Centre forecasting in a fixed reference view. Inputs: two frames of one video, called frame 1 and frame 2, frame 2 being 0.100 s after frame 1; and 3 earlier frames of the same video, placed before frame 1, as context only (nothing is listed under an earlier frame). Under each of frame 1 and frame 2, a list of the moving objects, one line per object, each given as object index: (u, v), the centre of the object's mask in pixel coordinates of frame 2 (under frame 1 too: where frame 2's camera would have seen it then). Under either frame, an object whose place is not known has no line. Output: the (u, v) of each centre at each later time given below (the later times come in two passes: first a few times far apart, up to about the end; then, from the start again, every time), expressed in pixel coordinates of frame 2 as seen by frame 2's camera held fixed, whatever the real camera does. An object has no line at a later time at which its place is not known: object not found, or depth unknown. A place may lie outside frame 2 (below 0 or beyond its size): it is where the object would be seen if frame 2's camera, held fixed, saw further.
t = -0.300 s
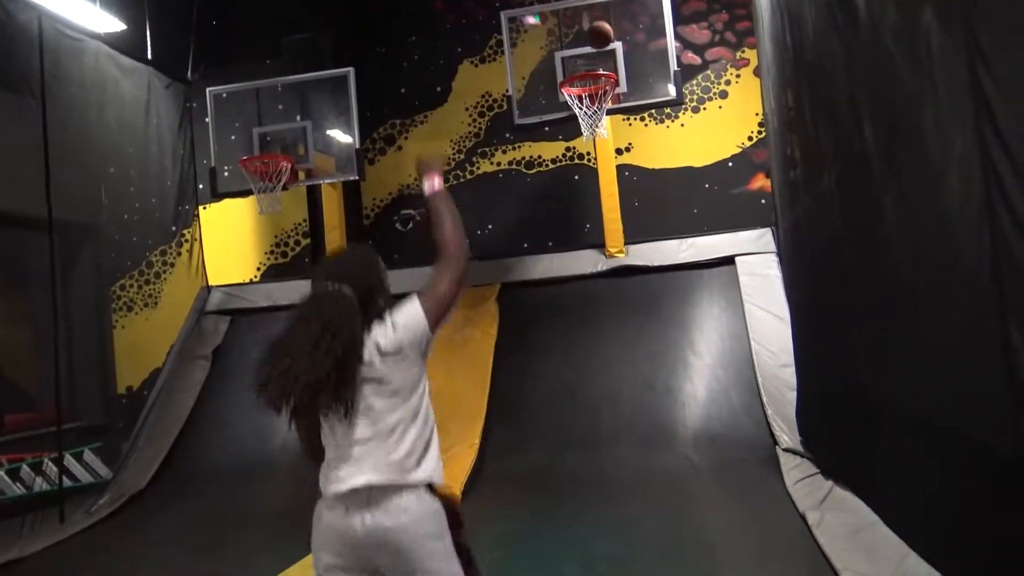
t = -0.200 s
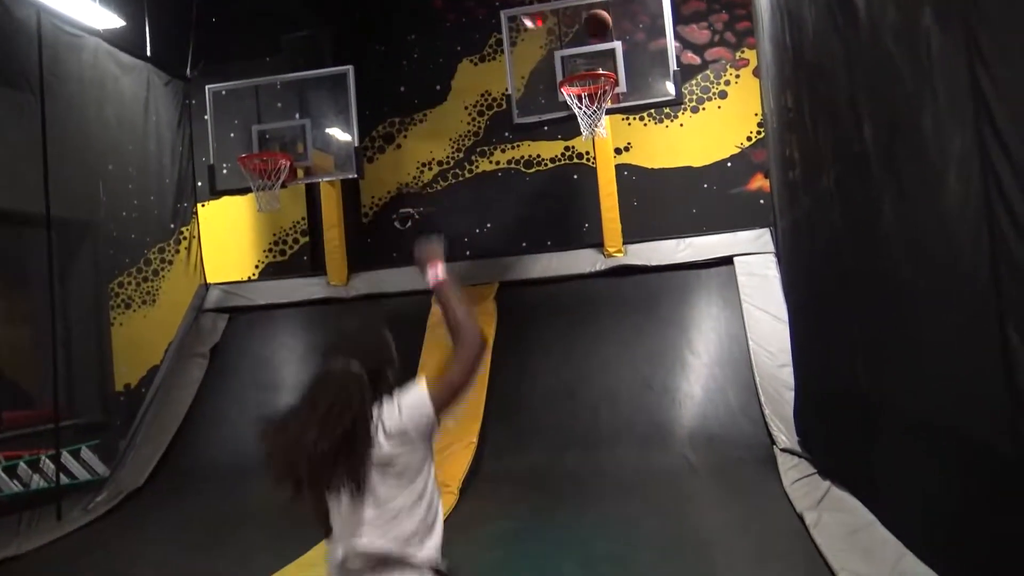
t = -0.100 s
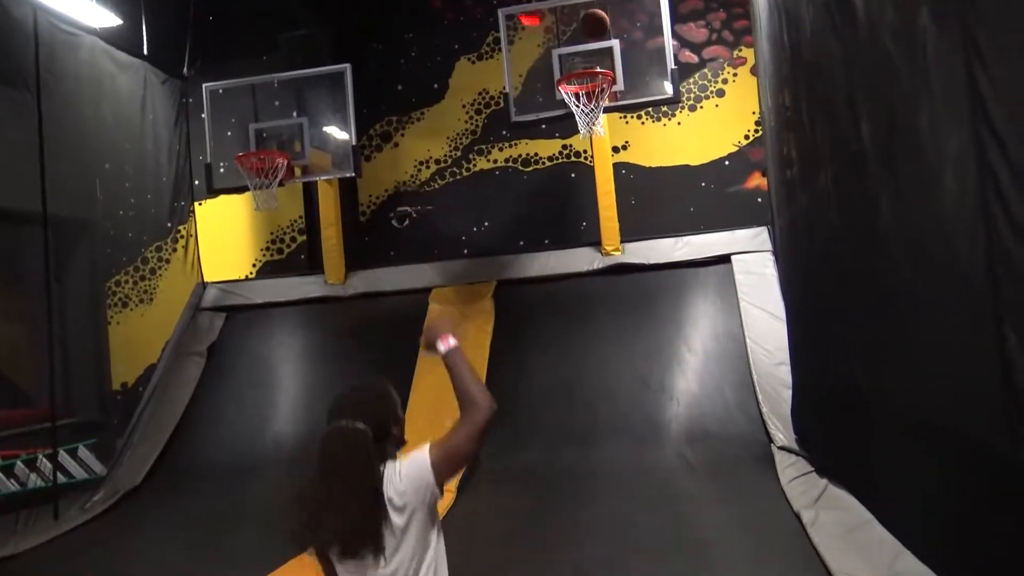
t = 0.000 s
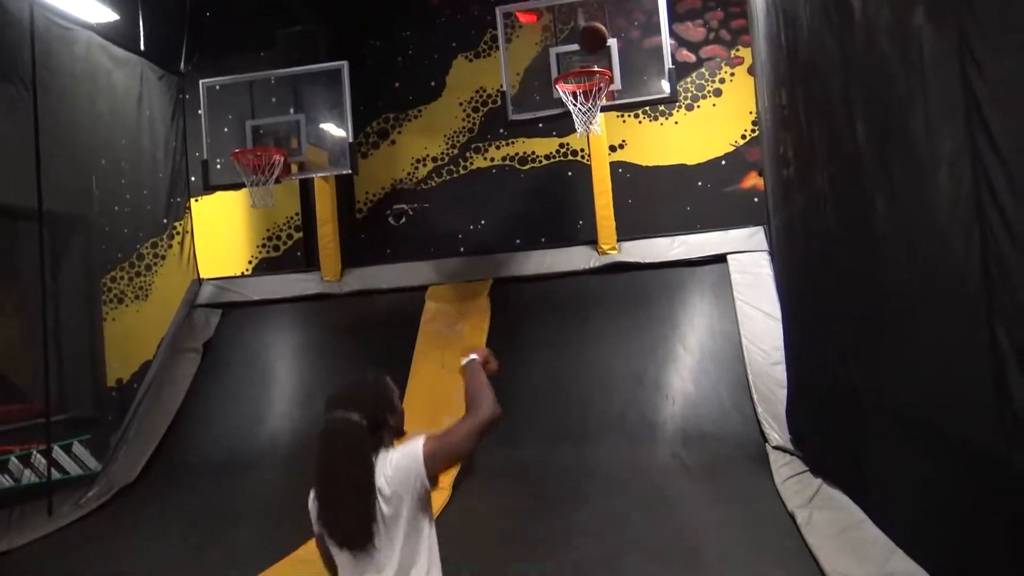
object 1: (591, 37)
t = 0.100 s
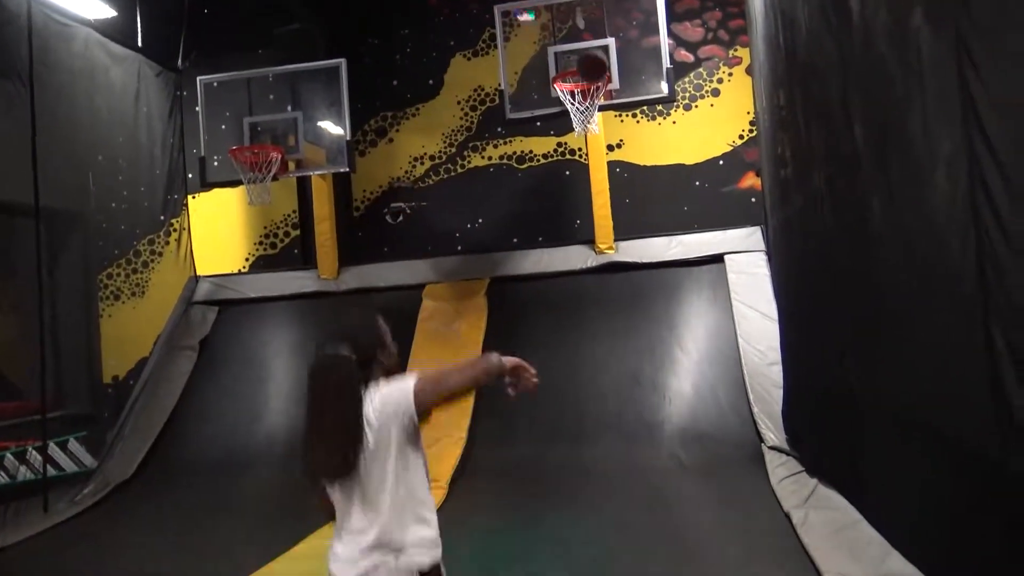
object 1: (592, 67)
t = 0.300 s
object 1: (600, 179)
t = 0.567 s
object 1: (623, 481)
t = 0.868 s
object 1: (626, 460)
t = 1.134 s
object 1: (638, 481)
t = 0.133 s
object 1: (592, 81)
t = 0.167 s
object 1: (593, 97)
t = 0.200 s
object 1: (595, 113)
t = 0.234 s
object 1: (596, 133)
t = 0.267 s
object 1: (598, 154)
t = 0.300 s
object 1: (600, 179)
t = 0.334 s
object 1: (602, 205)
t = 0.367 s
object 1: (604, 236)
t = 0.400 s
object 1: (605, 267)
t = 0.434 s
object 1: (609, 307)
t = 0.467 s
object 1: (611, 342)
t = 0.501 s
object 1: (615, 387)
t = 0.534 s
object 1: (618, 433)
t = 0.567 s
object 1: (623, 481)
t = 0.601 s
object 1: (626, 533)
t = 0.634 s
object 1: (627, 548)
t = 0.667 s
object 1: (628, 528)
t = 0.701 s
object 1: (627, 513)
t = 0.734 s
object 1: (626, 499)
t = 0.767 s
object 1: (626, 488)
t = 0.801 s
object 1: (626, 474)
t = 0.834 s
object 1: (626, 467)
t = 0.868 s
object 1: (626, 460)
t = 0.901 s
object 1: (628, 454)
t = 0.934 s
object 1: (628, 450)
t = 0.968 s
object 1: (629, 449)
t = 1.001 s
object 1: (630, 449)
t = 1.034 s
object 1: (632, 453)
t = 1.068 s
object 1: (634, 459)
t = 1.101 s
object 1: (636, 468)
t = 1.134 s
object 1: (638, 481)
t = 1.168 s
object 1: (641, 498)
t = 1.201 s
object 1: (644, 518)
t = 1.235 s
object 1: (648, 542)
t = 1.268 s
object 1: (651, 571)
